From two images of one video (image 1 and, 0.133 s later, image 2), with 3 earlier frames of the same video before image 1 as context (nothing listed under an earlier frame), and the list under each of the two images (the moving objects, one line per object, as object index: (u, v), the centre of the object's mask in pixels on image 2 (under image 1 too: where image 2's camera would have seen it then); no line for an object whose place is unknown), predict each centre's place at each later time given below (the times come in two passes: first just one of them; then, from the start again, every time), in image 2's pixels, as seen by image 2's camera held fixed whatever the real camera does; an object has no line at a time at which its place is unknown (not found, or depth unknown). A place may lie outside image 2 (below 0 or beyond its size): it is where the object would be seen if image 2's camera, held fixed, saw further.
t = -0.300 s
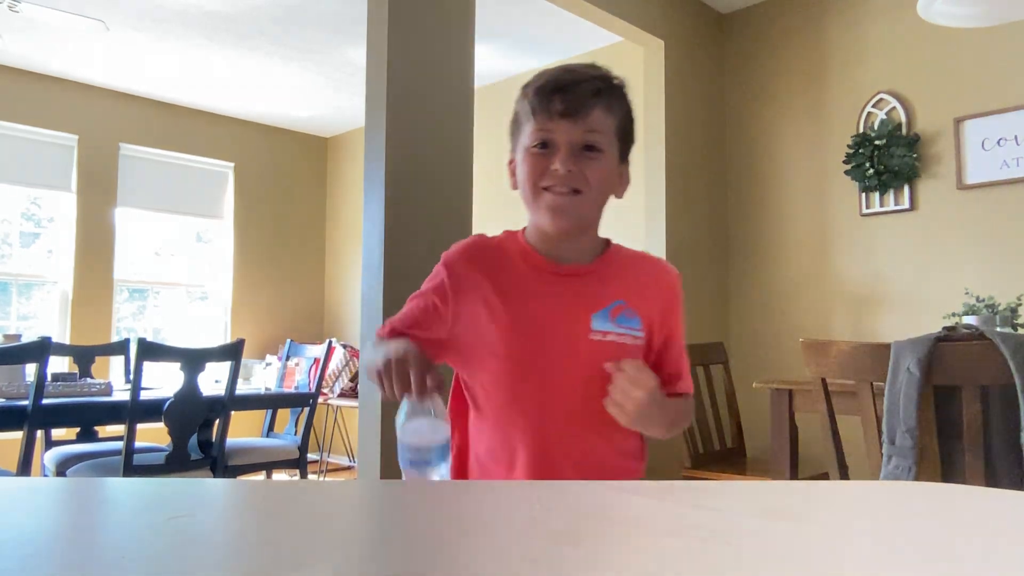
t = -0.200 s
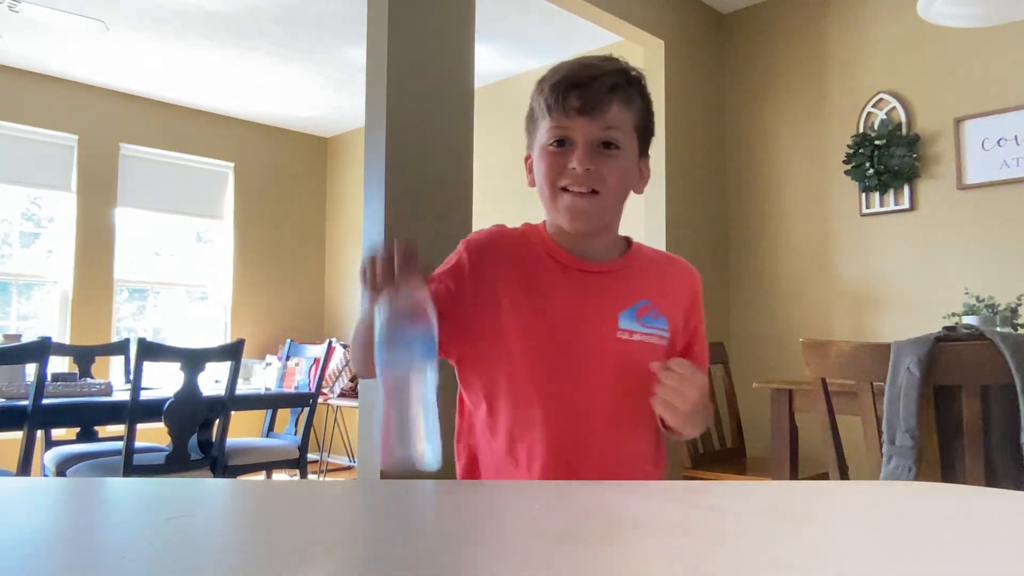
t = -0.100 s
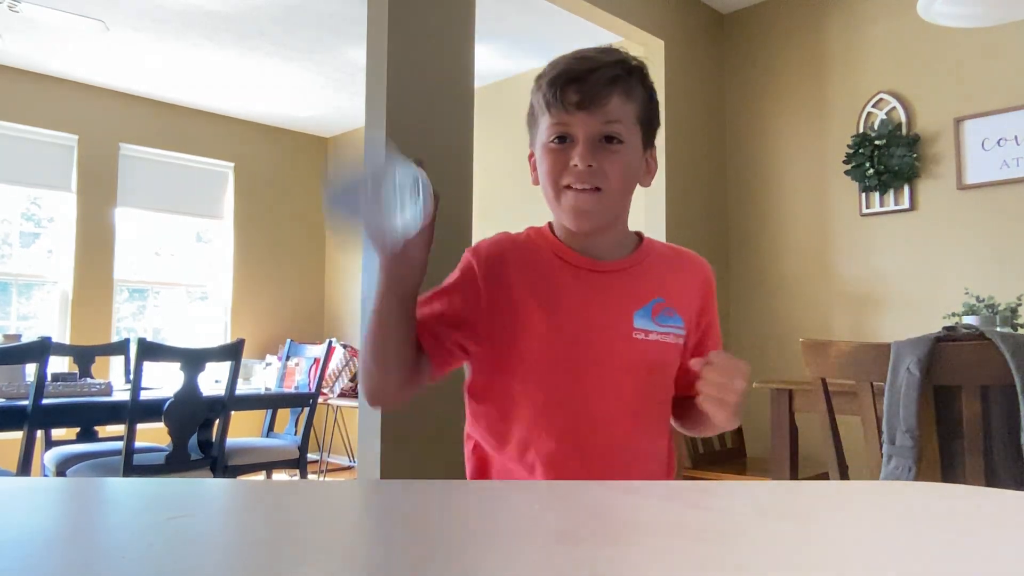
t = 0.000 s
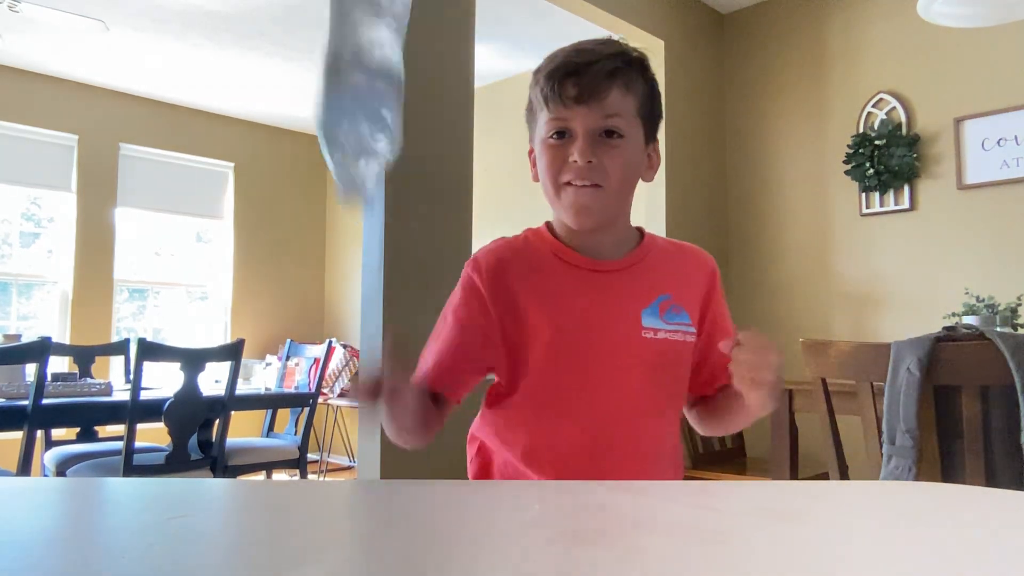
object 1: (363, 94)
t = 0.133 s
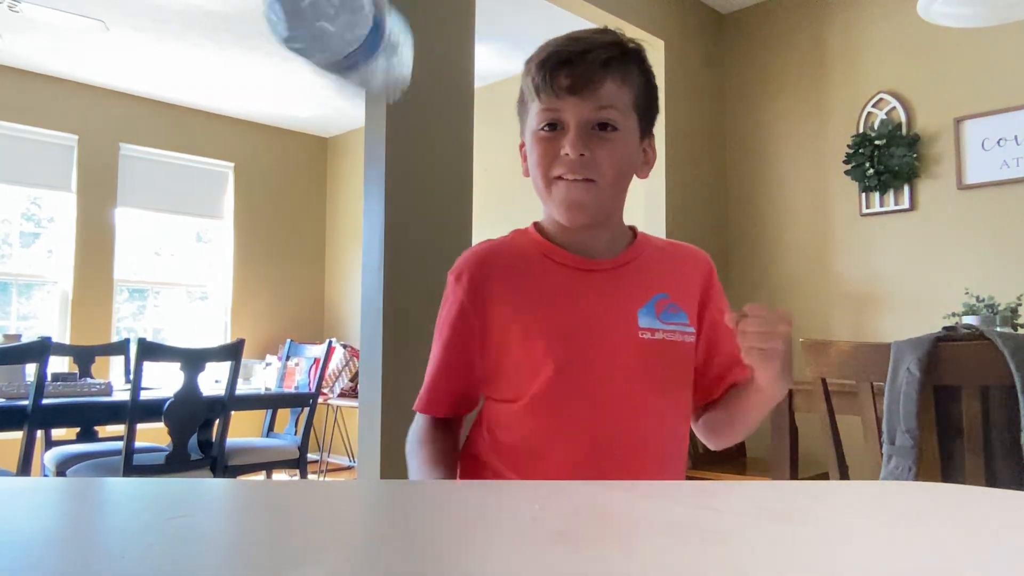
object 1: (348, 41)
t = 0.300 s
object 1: (297, 346)
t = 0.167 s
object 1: (338, 69)
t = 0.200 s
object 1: (325, 112)
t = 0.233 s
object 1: (312, 171)
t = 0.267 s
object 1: (305, 271)
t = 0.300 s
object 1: (297, 346)
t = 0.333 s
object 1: (285, 359)
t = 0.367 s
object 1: (267, 407)
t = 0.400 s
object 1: (251, 473)
